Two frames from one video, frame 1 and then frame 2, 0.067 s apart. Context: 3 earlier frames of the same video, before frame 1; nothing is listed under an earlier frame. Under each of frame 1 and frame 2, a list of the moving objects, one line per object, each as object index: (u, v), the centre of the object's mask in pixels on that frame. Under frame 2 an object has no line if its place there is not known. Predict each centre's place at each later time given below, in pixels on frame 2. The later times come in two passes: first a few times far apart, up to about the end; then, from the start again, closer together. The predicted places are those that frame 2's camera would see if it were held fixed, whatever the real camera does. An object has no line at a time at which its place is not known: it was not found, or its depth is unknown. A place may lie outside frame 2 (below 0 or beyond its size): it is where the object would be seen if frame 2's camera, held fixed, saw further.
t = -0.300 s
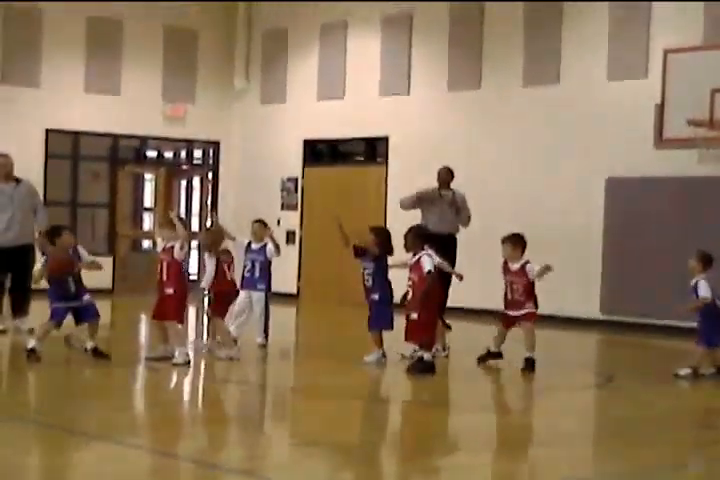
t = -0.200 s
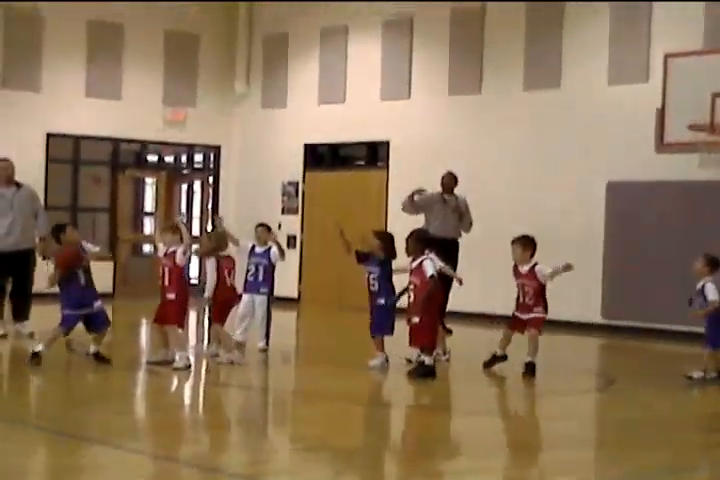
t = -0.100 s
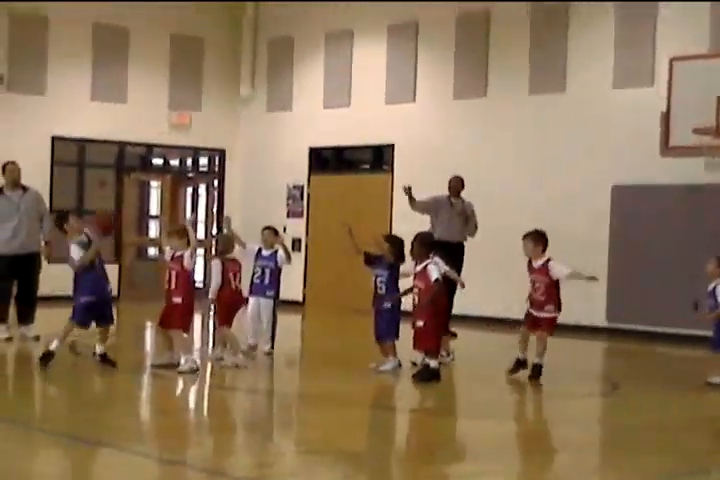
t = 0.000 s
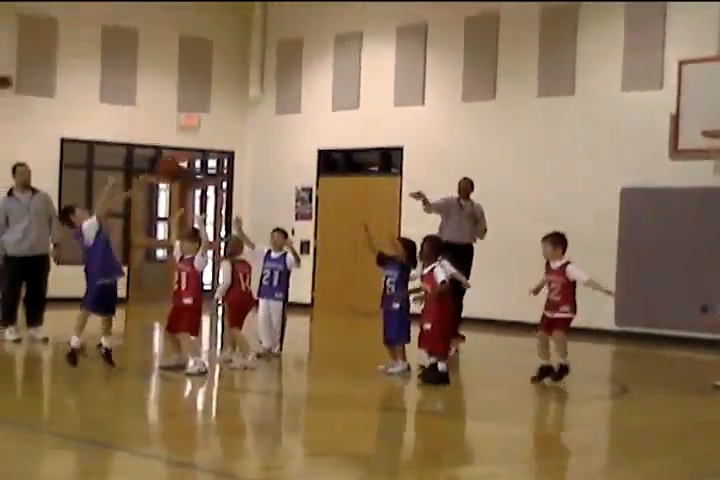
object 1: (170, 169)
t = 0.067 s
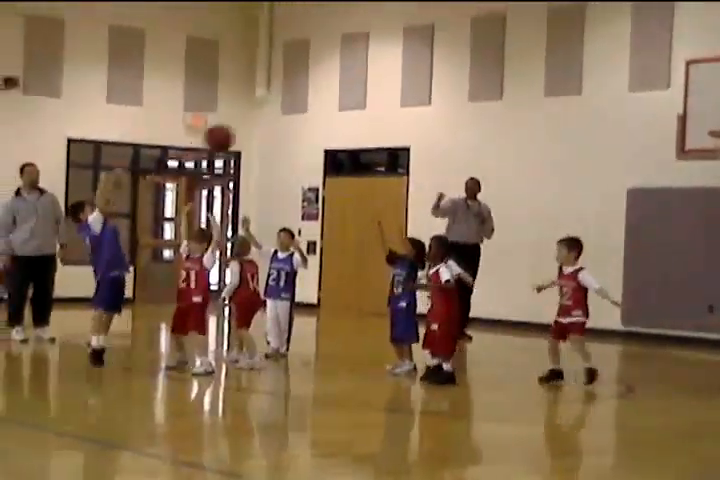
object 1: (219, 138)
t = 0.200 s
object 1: (300, 92)
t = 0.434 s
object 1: (431, 62)
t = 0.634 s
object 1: (535, 87)
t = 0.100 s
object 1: (239, 124)
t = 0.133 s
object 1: (260, 112)
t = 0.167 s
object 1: (280, 101)
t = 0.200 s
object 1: (300, 92)
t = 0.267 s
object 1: (338, 77)
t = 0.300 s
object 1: (357, 71)
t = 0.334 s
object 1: (376, 67)
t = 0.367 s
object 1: (395, 64)
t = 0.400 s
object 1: (413, 63)
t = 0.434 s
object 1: (431, 62)
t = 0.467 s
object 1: (449, 63)
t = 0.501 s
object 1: (467, 66)
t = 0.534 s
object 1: (484, 69)
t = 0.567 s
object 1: (502, 74)
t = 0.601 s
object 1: (520, 80)
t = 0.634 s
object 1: (535, 87)
